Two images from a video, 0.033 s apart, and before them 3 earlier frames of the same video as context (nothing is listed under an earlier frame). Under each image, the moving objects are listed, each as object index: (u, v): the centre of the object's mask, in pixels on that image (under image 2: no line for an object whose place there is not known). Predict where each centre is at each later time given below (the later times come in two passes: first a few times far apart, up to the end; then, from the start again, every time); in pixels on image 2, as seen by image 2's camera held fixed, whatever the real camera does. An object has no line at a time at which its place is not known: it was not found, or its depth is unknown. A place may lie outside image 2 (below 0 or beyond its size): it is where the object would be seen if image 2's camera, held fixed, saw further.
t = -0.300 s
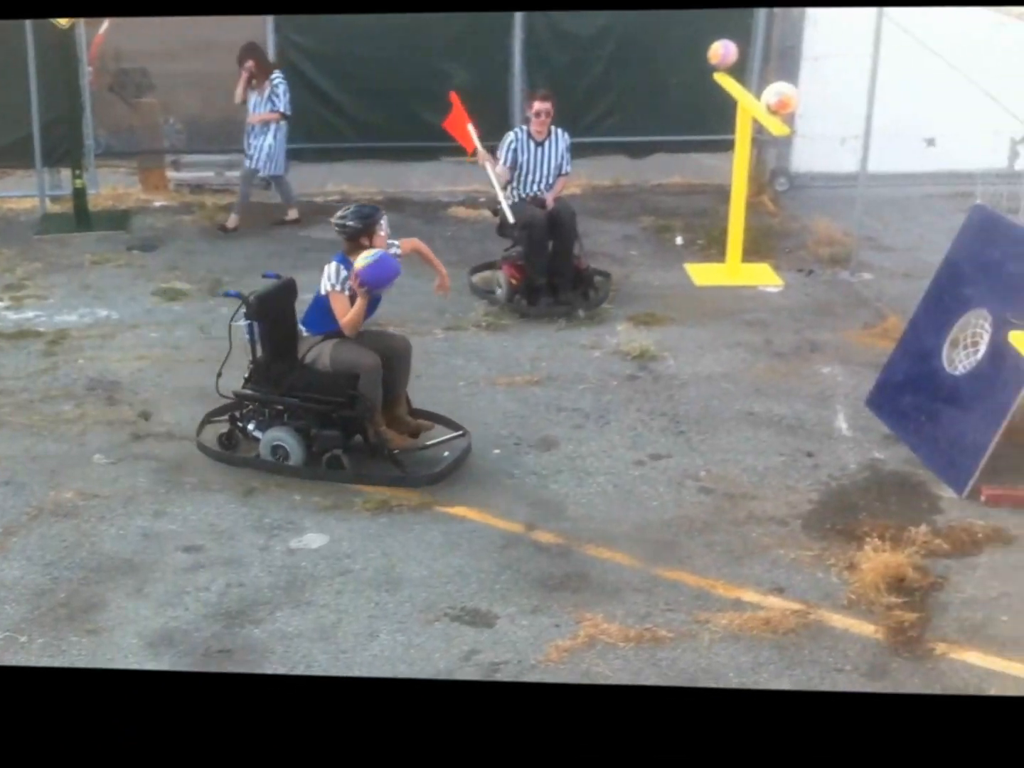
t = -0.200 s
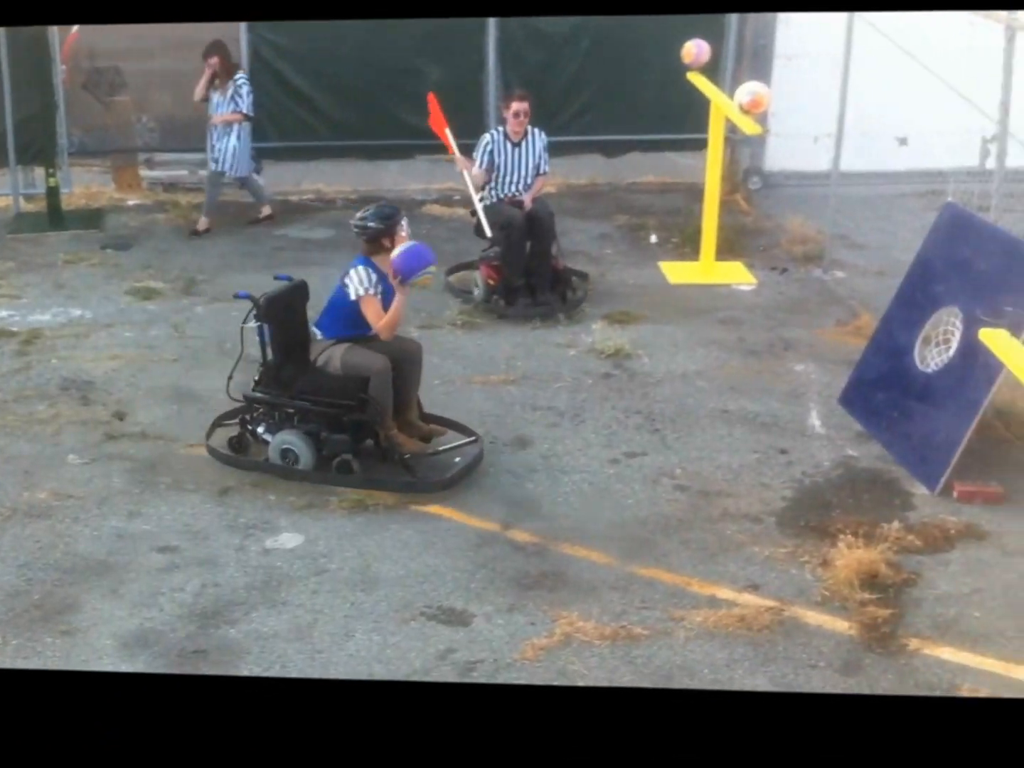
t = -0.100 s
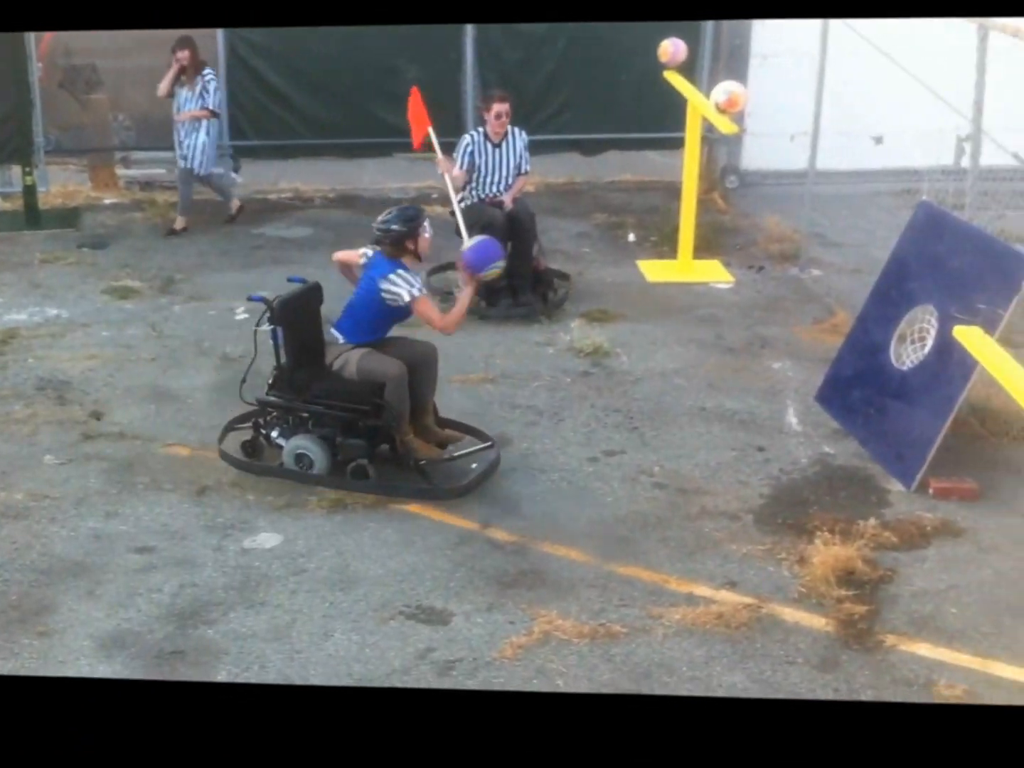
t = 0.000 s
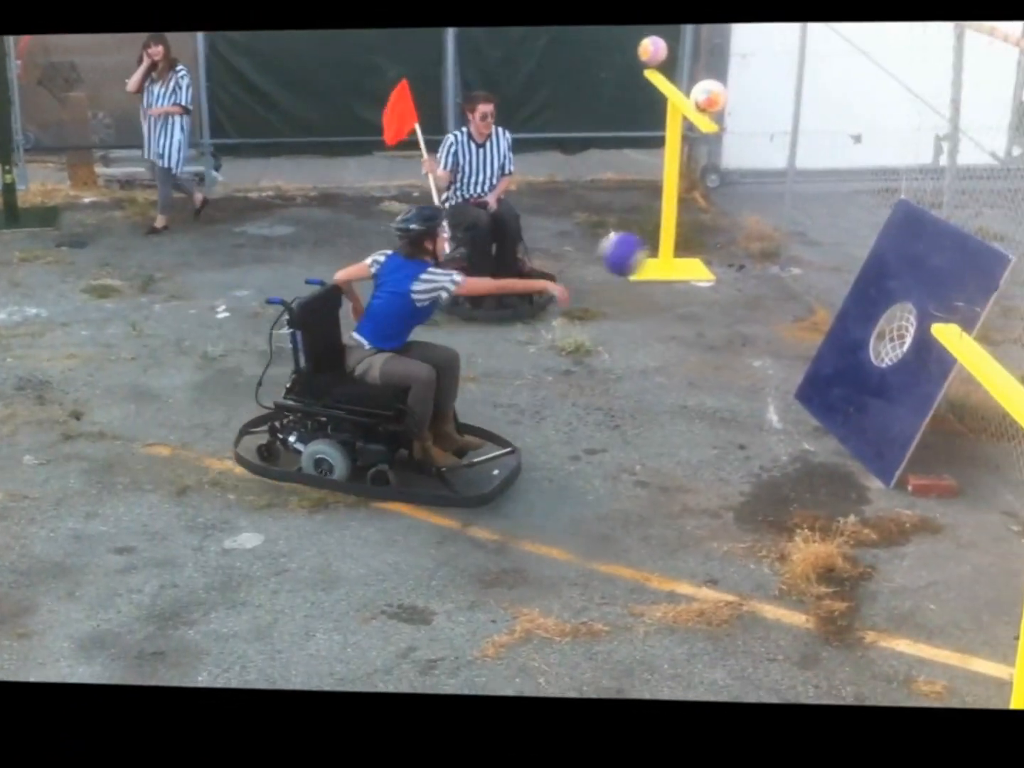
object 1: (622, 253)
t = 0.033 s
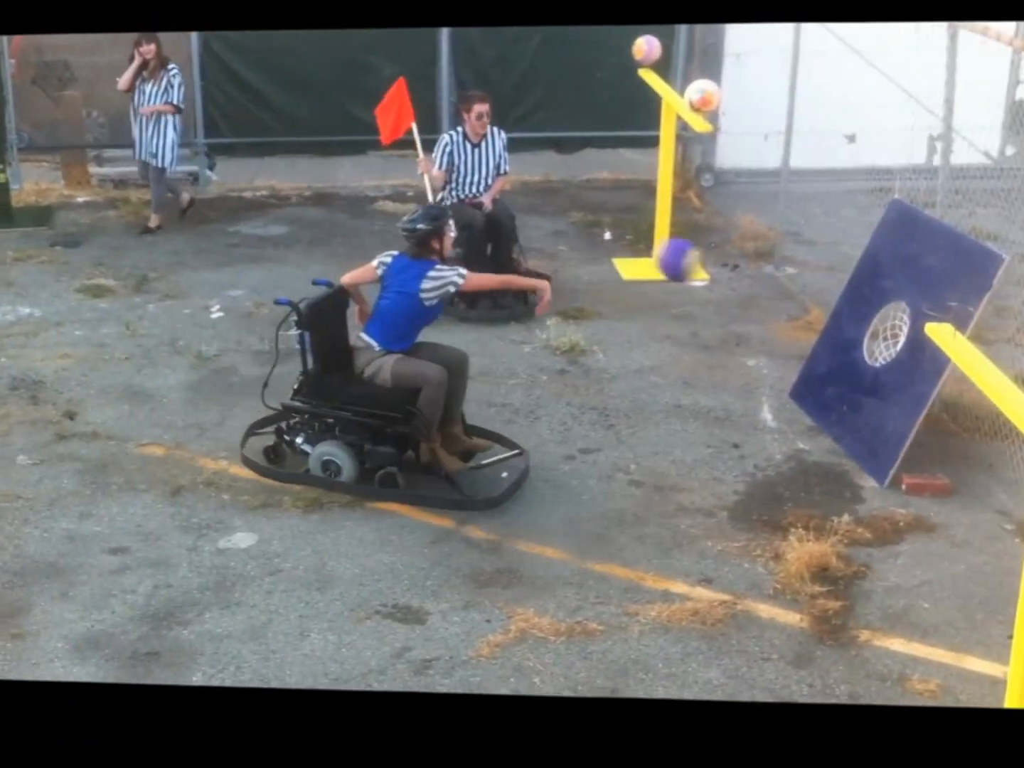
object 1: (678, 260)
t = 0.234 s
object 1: (812, 333)
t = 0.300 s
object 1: (736, 375)
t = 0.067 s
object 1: (736, 268)
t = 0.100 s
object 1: (793, 278)
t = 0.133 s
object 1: (850, 287)
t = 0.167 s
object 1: (891, 300)
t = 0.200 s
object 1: (851, 315)
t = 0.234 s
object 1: (812, 333)
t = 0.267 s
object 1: (776, 352)
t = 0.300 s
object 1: (736, 375)
